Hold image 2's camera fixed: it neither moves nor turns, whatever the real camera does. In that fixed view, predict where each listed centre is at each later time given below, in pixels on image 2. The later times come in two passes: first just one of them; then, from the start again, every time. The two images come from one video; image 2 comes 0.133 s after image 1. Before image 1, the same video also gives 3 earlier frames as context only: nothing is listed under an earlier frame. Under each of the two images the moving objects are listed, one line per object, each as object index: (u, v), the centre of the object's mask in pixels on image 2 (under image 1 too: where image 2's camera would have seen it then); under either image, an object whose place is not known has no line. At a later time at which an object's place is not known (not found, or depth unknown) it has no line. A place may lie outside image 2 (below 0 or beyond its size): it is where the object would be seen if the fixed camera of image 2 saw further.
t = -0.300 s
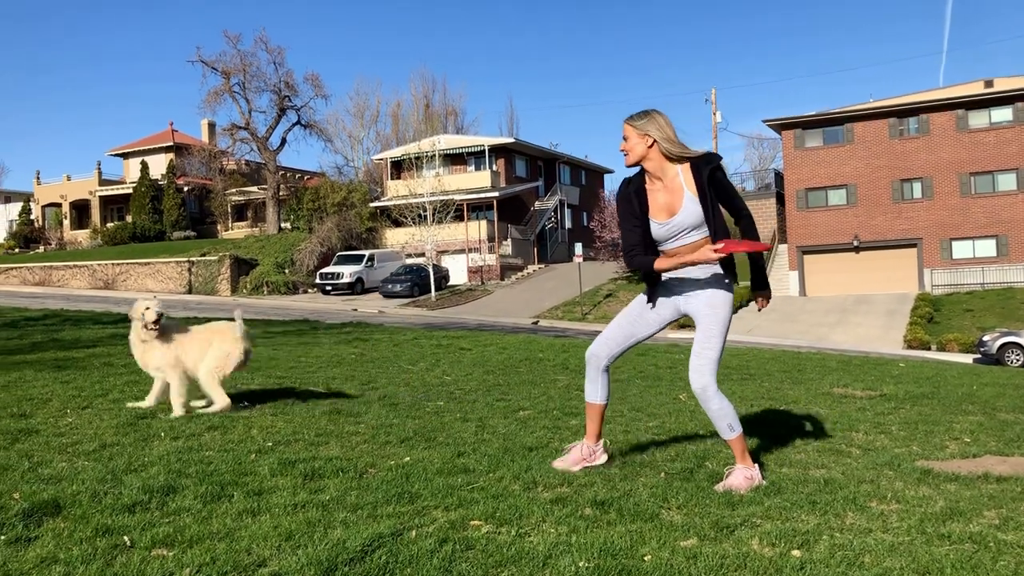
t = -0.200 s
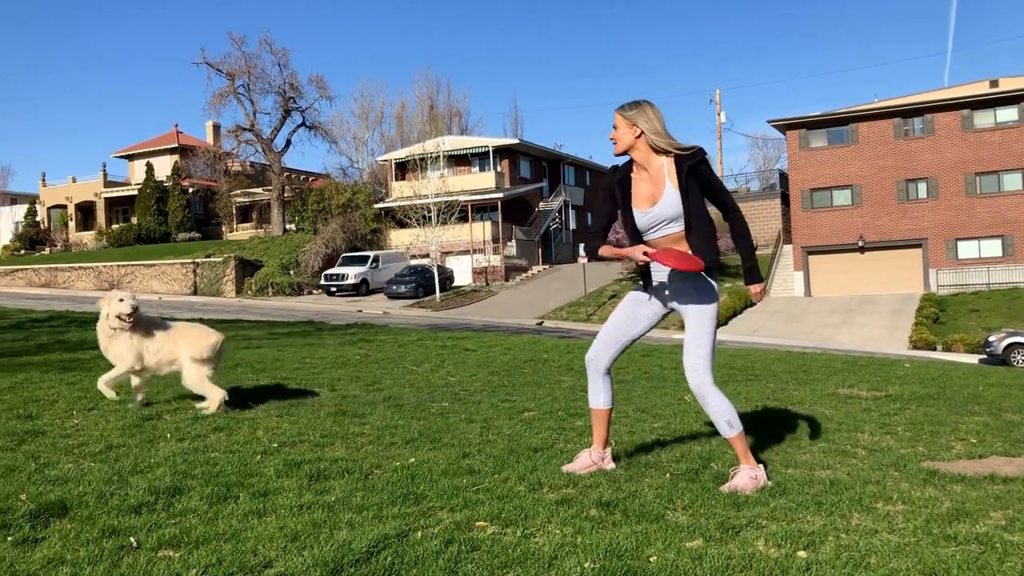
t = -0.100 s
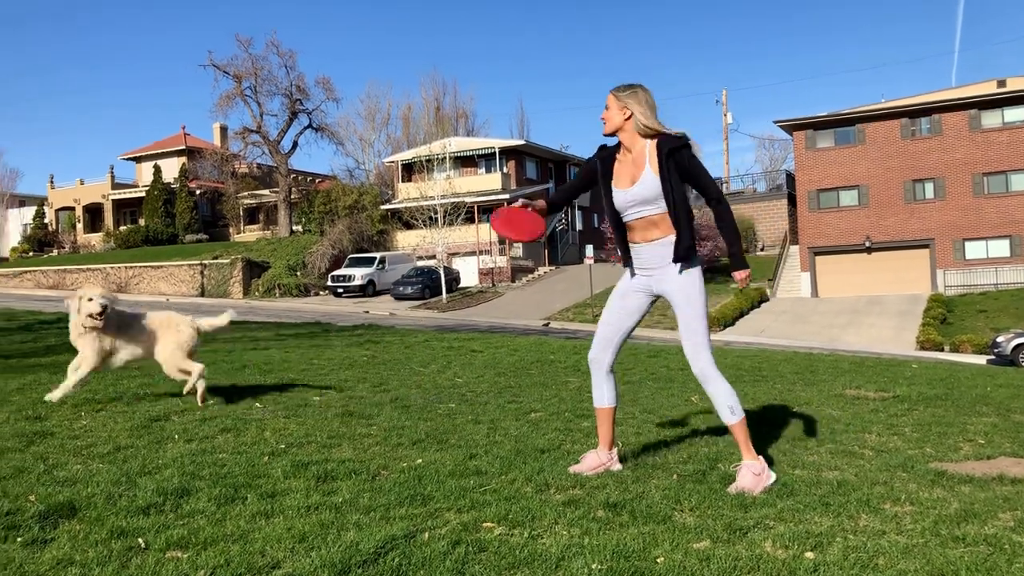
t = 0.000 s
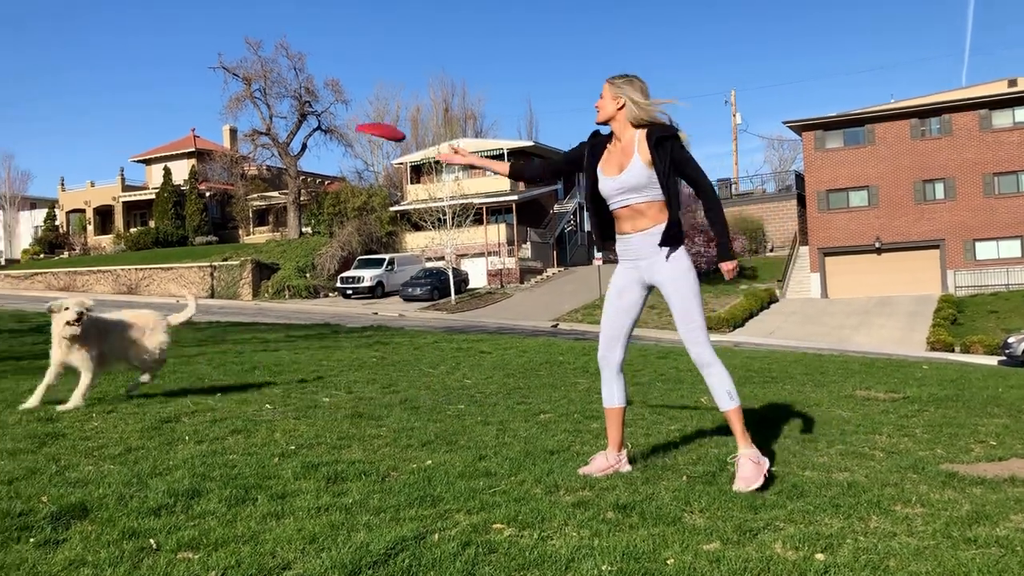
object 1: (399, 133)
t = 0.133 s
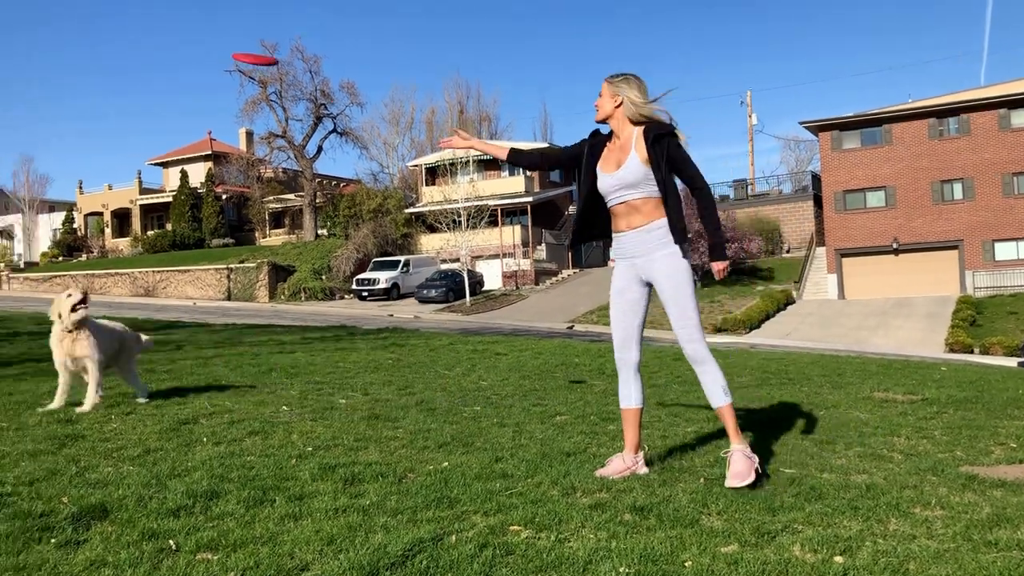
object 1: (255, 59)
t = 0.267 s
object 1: (151, 30)
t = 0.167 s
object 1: (227, 48)
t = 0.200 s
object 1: (199, 40)
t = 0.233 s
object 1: (175, 34)
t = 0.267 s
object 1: (151, 30)
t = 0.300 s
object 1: (130, 28)
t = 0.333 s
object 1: (109, 26)
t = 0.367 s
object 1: (89, 27)
